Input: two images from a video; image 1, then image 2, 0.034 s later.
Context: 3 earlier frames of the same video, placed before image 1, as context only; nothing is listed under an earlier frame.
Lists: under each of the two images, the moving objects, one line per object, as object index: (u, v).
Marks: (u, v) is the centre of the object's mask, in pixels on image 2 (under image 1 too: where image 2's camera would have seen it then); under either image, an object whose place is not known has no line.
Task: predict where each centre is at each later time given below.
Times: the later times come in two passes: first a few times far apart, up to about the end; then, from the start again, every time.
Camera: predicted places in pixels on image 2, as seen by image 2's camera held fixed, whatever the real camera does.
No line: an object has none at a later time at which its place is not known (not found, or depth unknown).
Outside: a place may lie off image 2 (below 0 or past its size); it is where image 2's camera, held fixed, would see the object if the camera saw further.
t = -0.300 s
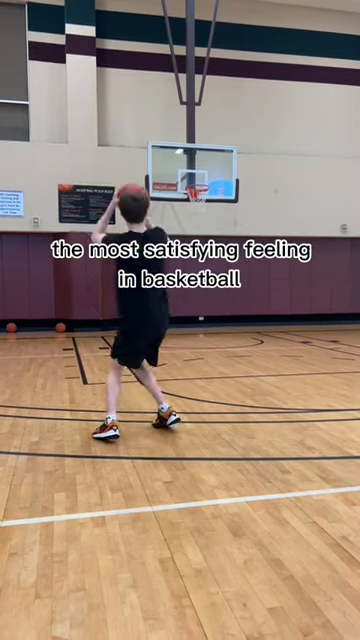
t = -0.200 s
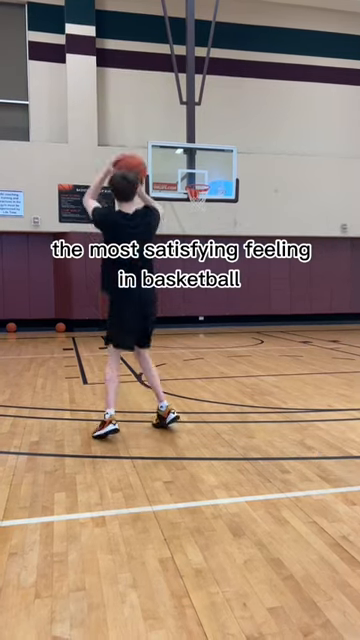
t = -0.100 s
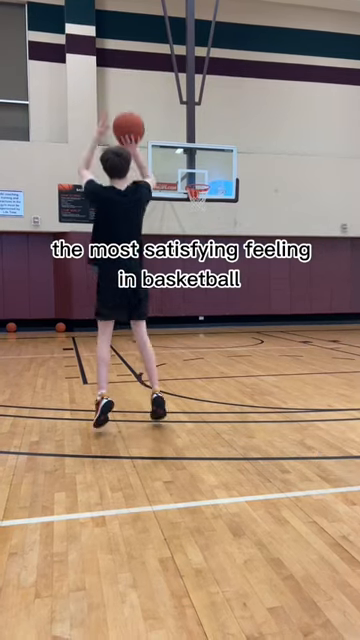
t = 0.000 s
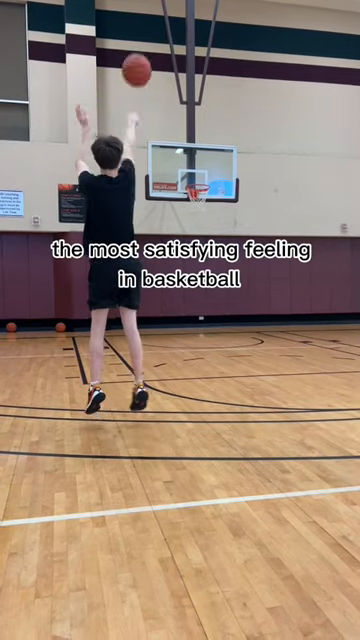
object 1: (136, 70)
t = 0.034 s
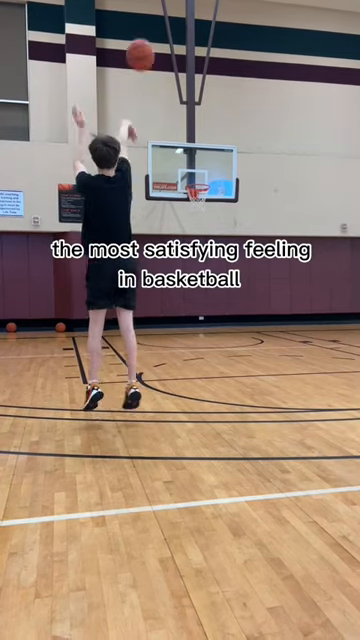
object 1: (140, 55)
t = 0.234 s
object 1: (157, 8)
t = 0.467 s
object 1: (171, 7)
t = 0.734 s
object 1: (183, 48)
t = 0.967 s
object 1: (190, 109)
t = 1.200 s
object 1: (197, 181)
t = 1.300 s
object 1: (198, 193)
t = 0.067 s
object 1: (143, 42)
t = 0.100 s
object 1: (146, 30)
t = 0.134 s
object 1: (150, 22)
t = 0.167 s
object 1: (152, 15)
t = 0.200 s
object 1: (155, 11)
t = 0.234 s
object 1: (157, 8)
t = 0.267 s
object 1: (160, 6)
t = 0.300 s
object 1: (162, 5)
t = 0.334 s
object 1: (164, 5)
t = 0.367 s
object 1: (166, 5)
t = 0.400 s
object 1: (168, 5)
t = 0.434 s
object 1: (170, 6)
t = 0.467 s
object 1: (171, 7)
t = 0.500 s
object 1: (173, 9)
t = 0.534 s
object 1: (175, 11)
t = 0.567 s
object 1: (176, 16)
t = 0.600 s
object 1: (177, 22)
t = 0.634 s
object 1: (179, 28)
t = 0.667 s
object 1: (181, 34)
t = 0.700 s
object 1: (182, 41)
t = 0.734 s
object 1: (183, 48)
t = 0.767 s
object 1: (184, 56)
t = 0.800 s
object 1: (185, 63)
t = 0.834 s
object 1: (186, 72)
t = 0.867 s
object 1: (188, 81)
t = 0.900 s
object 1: (189, 90)
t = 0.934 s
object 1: (189, 99)
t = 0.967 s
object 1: (190, 109)
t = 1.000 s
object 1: (192, 119)
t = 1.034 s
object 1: (193, 127)
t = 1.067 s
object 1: (193, 138)
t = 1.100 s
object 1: (194, 149)
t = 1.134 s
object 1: (195, 159)
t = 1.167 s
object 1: (195, 170)
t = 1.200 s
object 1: (197, 181)
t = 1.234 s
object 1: (198, 187)
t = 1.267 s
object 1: (199, 189)
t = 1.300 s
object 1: (198, 193)
